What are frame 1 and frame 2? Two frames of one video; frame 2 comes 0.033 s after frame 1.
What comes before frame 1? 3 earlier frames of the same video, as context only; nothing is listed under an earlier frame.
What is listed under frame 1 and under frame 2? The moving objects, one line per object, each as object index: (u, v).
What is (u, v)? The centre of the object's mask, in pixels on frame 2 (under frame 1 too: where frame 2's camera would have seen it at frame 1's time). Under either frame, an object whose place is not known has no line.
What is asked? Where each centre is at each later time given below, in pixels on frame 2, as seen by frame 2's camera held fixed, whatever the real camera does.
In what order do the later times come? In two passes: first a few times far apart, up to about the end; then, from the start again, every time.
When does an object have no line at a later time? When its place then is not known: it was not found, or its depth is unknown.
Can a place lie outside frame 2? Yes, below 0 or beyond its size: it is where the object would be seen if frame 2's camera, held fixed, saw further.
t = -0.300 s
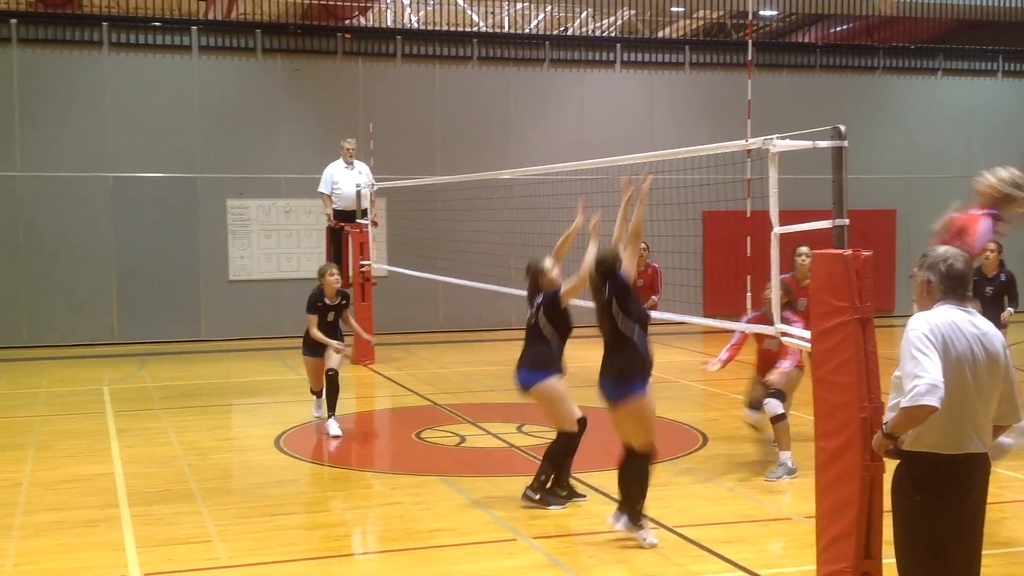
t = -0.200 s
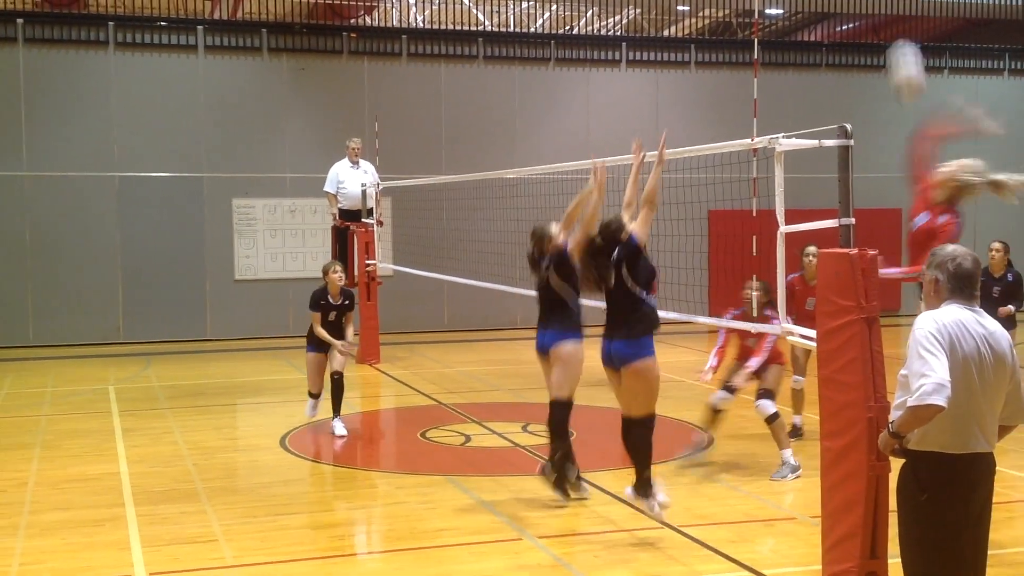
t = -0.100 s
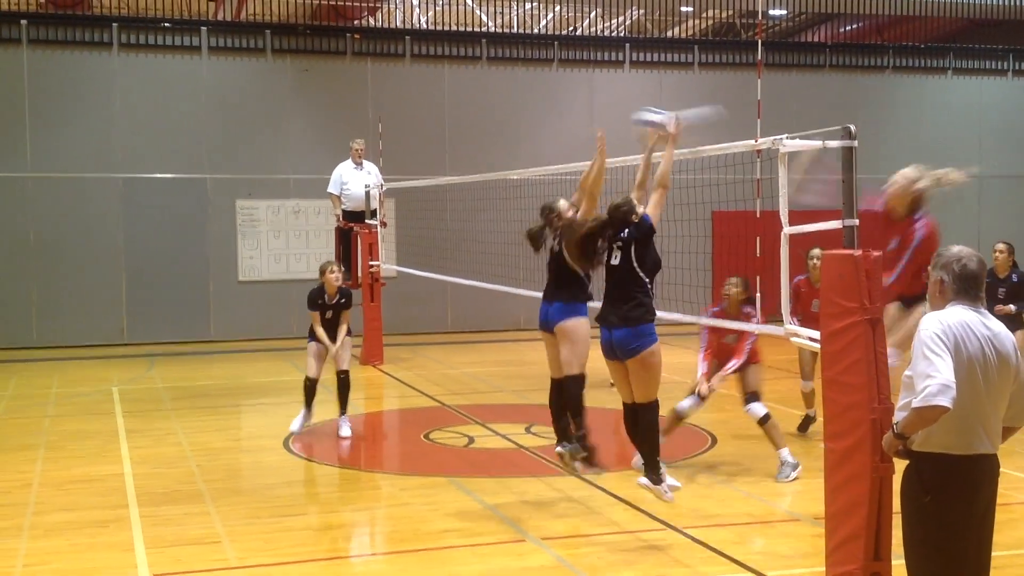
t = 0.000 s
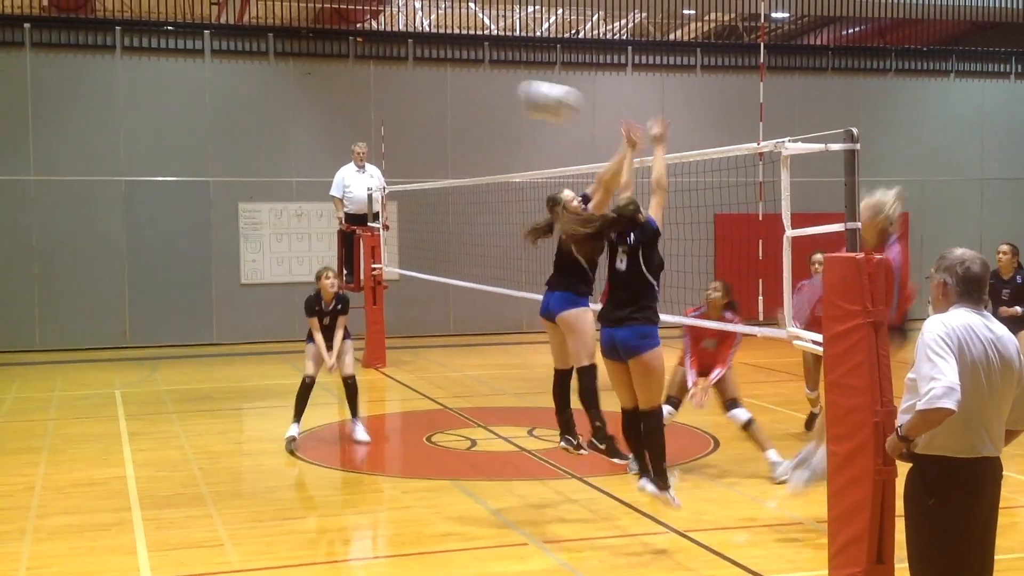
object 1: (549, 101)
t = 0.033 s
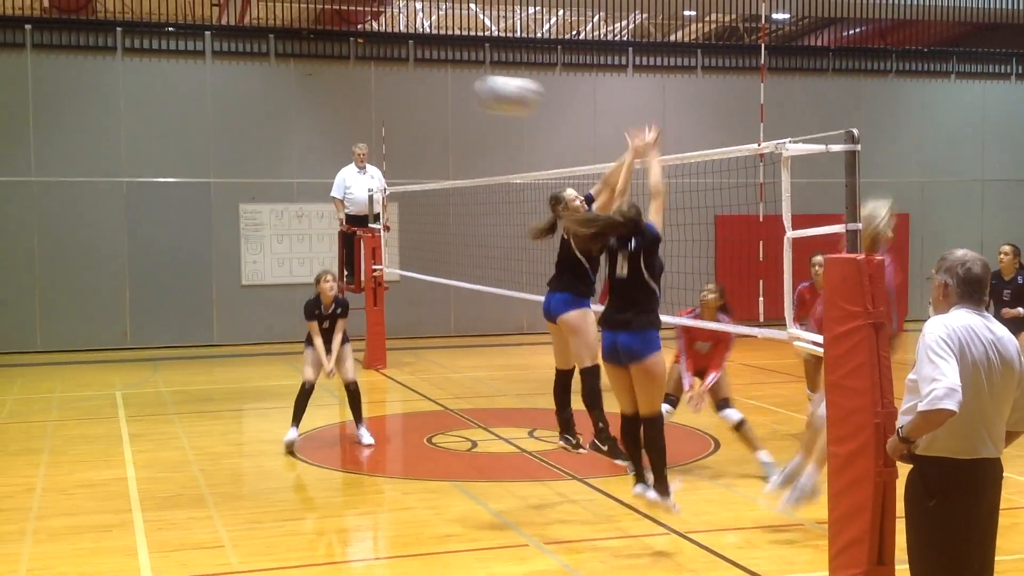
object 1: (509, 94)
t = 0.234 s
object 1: (249, 95)
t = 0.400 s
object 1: (23, 155)
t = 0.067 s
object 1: (465, 90)
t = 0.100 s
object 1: (424, 87)
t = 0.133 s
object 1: (381, 87)
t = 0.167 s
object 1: (338, 87)
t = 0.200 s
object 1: (294, 91)
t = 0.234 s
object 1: (249, 95)
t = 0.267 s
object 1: (202, 103)
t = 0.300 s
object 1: (155, 113)
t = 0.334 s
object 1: (107, 125)
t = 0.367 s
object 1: (59, 139)
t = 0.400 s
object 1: (23, 155)
